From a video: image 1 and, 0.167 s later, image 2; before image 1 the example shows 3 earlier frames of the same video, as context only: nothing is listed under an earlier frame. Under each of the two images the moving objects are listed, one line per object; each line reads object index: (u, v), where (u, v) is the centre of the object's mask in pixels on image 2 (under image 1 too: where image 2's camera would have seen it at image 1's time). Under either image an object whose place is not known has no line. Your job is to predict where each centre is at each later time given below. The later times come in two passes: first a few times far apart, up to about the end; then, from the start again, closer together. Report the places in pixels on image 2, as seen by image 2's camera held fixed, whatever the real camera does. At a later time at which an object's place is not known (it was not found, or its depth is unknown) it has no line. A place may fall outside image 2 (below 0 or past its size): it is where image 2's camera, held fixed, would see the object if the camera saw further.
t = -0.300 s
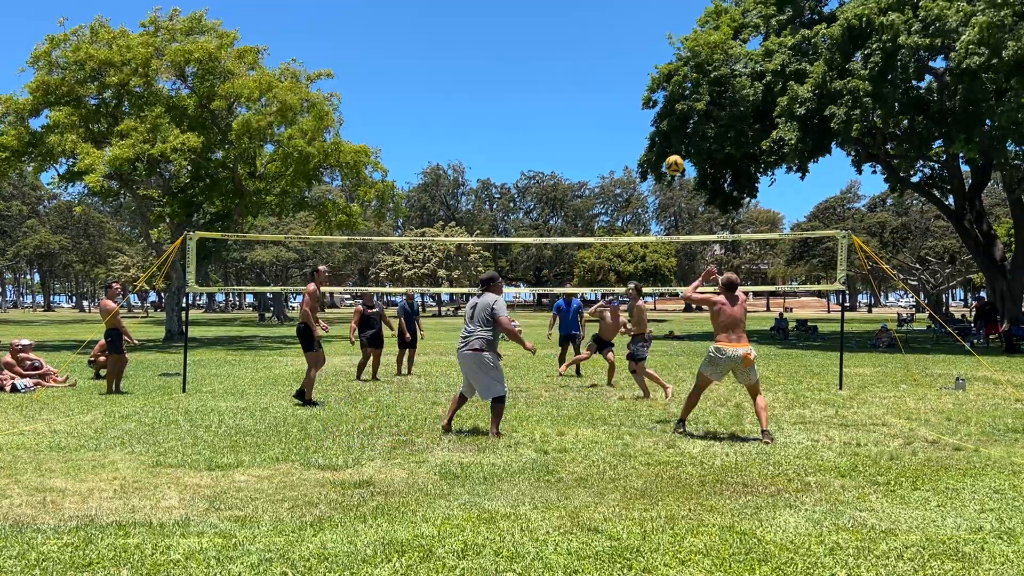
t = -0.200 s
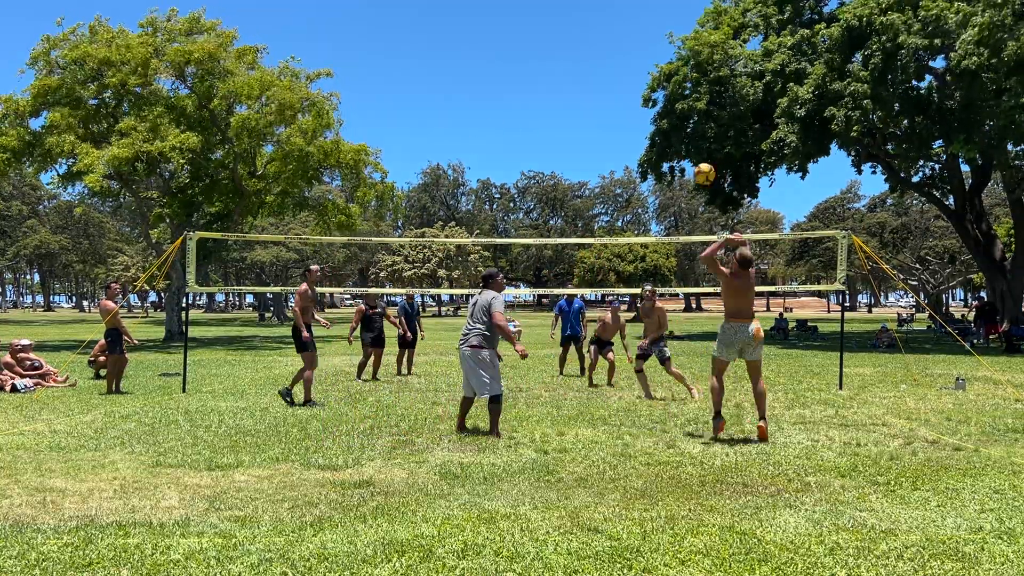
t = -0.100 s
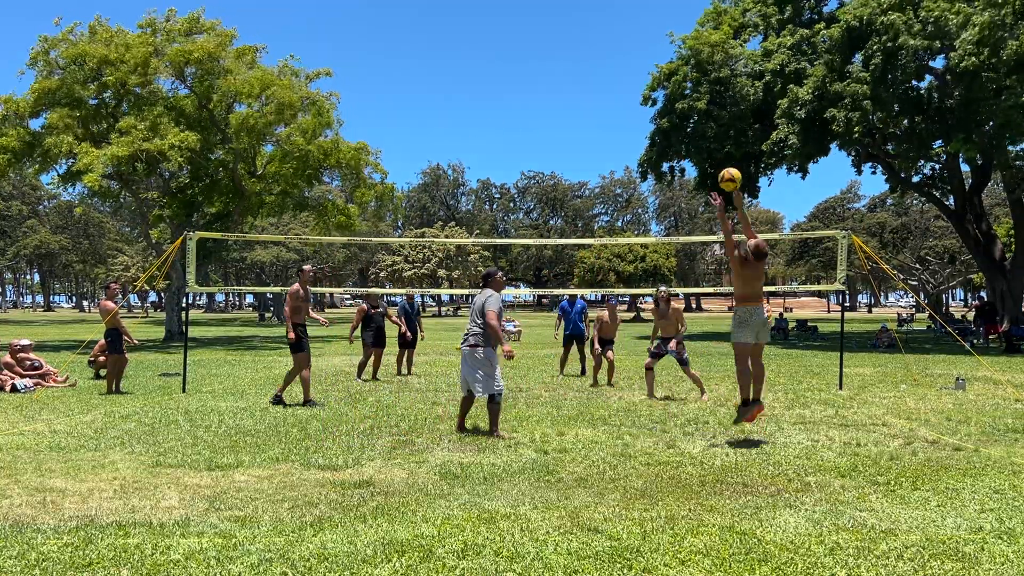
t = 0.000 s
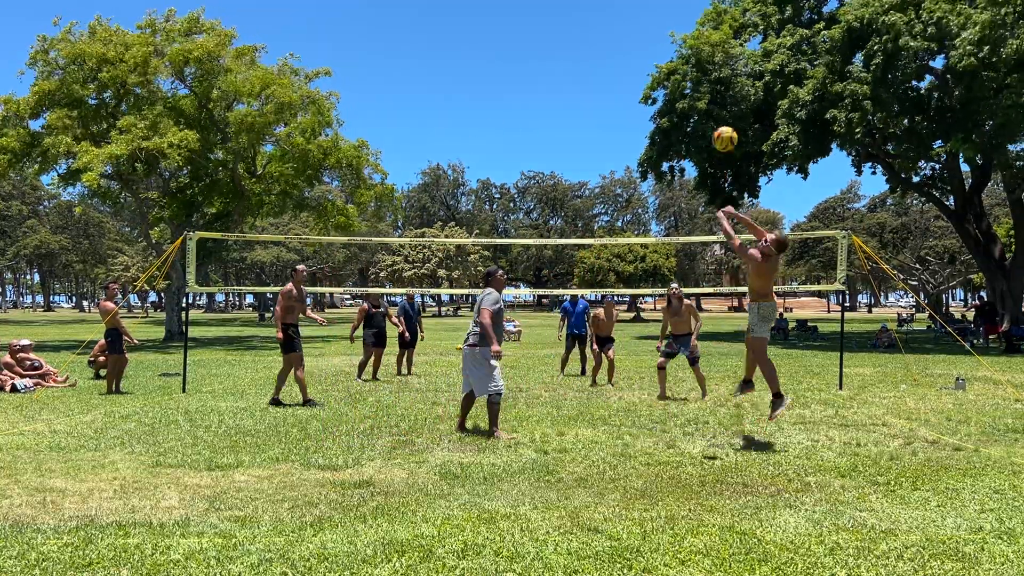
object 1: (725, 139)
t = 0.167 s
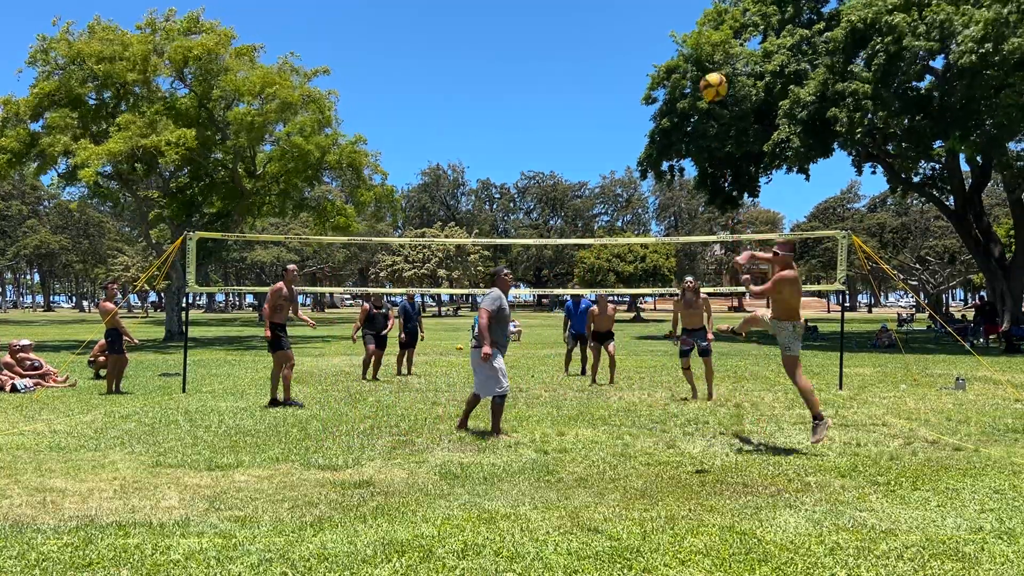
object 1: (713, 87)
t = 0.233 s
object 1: (707, 73)
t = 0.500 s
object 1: (672, 74)
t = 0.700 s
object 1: (630, 166)
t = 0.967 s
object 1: (535, 503)
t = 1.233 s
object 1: (411, 455)
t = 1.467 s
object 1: (244, 409)
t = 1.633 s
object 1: (56, 521)
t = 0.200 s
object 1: (711, 79)
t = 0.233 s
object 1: (707, 73)
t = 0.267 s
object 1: (705, 70)
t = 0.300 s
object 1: (701, 64)
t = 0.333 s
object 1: (697, 62)
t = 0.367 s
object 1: (692, 60)
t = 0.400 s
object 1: (688, 61)
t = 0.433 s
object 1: (683, 64)
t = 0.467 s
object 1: (678, 69)
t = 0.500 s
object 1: (672, 74)
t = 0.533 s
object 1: (666, 83)
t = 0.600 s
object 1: (654, 108)
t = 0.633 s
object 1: (647, 124)
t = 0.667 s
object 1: (639, 143)
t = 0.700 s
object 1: (630, 166)
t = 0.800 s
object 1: (601, 254)
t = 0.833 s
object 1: (590, 292)
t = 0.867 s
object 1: (577, 336)
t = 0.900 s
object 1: (564, 385)
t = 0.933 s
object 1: (550, 440)
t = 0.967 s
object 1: (535, 503)
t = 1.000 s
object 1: (519, 563)
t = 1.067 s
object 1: (491, 560)
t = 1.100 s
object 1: (477, 544)
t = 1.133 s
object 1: (463, 517)
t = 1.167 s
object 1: (446, 494)
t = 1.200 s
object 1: (430, 472)
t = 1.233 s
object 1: (411, 455)
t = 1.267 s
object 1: (392, 438)
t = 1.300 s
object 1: (372, 424)
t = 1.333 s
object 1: (350, 413)
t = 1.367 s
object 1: (327, 406)
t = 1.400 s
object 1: (301, 403)
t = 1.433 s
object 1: (273, 403)
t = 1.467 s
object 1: (244, 409)
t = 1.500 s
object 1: (213, 418)
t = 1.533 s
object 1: (178, 432)
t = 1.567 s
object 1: (141, 455)
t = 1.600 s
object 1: (100, 484)
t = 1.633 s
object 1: (56, 521)
